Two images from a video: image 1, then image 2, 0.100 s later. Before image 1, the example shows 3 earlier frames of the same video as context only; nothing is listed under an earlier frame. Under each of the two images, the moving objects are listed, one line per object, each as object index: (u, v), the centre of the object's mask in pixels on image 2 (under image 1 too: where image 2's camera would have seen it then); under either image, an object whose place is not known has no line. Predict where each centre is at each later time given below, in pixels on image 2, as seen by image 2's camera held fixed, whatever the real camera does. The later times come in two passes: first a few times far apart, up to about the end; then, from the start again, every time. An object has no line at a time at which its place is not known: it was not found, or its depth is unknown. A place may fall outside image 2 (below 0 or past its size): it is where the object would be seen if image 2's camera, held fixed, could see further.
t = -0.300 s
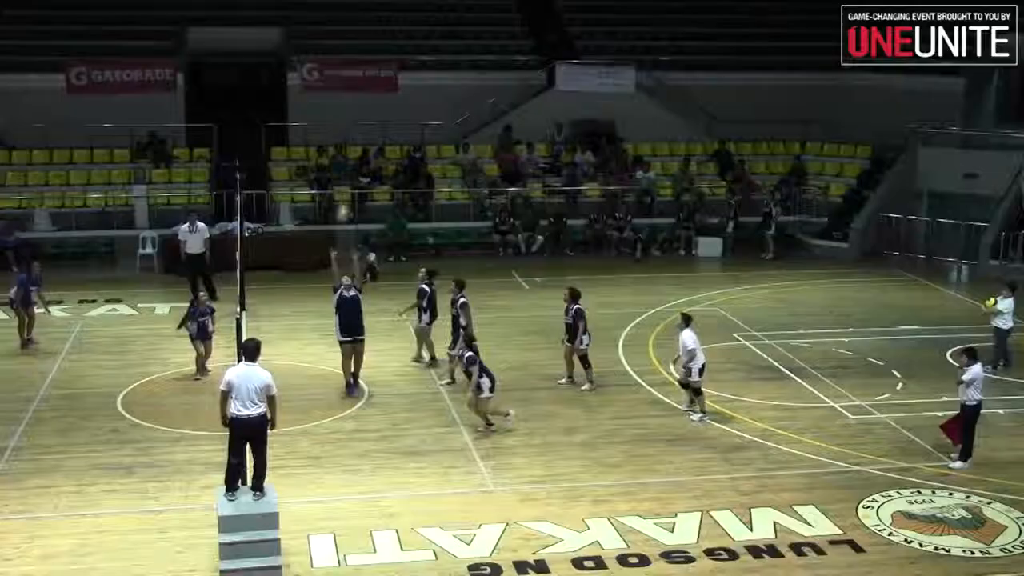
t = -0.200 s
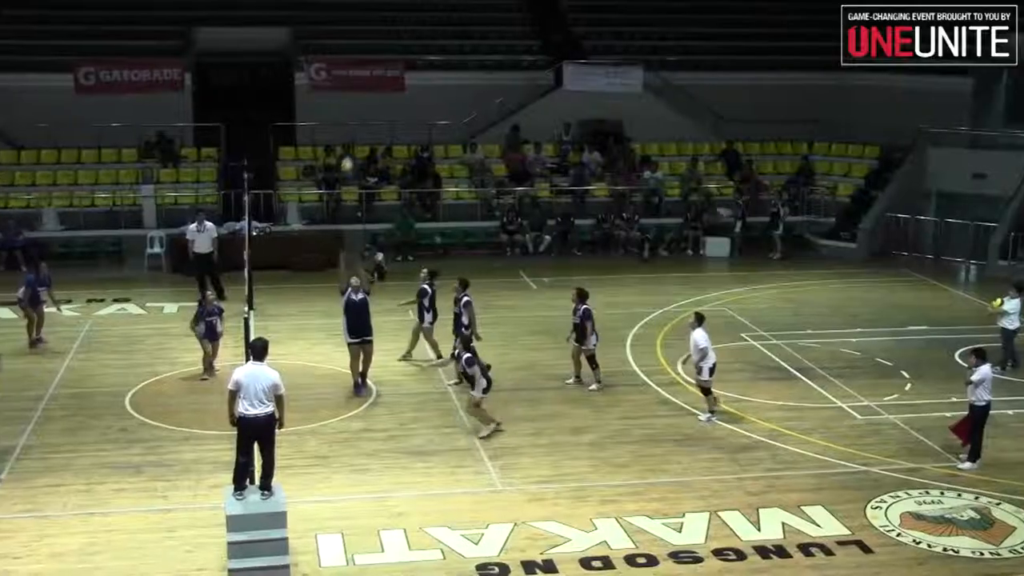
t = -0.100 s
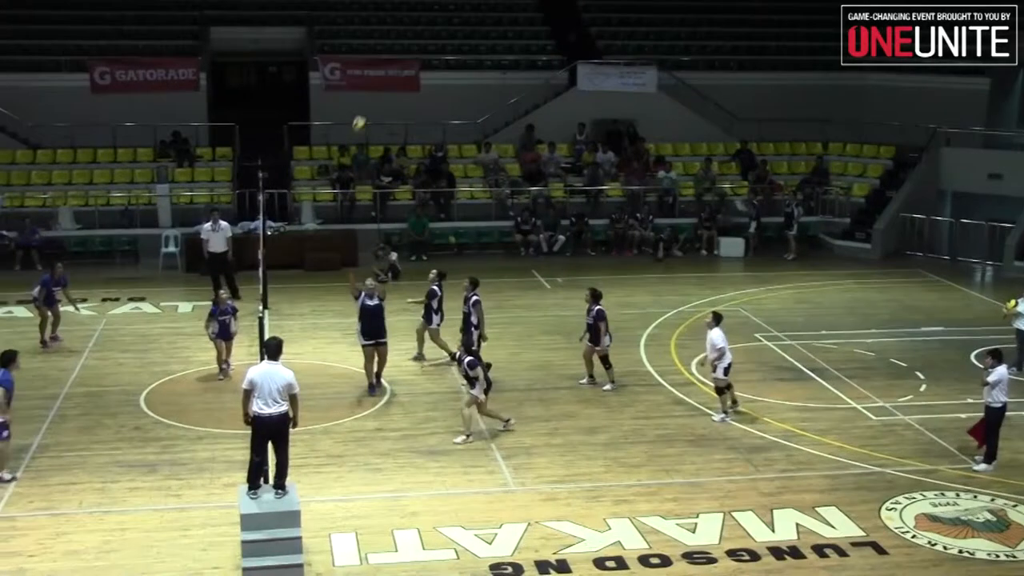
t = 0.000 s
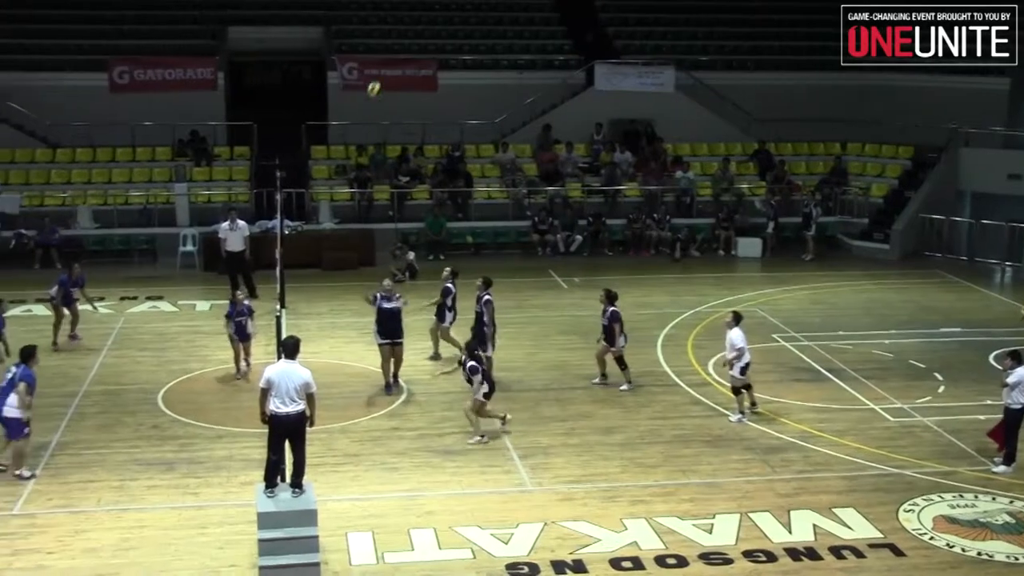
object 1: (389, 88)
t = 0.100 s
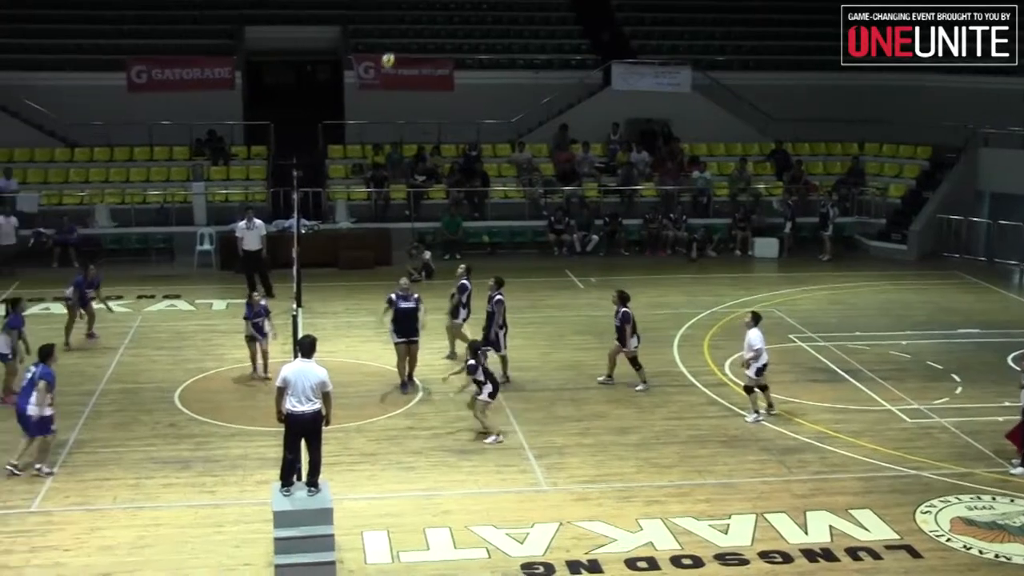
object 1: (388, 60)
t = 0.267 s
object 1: (385, 30)
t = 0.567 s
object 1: (380, 21)
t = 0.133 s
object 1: (387, 53)
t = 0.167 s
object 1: (387, 47)
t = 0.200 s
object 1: (386, 41)
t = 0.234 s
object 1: (386, 35)
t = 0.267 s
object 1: (385, 30)
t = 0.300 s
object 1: (384, 26)
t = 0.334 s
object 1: (383, 23)
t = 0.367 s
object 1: (383, 20)
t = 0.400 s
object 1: (382, 19)
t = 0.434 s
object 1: (382, 18)
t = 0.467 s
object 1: (381, 18)
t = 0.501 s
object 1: (381, 19)
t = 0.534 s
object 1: (380, 20)
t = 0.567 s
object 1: (380, 21)
